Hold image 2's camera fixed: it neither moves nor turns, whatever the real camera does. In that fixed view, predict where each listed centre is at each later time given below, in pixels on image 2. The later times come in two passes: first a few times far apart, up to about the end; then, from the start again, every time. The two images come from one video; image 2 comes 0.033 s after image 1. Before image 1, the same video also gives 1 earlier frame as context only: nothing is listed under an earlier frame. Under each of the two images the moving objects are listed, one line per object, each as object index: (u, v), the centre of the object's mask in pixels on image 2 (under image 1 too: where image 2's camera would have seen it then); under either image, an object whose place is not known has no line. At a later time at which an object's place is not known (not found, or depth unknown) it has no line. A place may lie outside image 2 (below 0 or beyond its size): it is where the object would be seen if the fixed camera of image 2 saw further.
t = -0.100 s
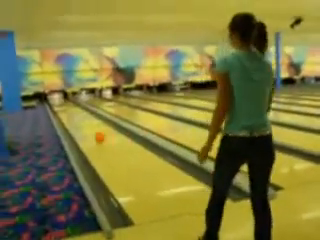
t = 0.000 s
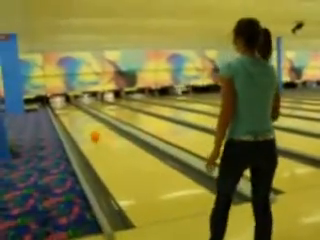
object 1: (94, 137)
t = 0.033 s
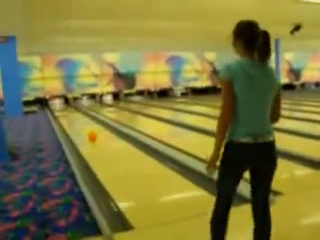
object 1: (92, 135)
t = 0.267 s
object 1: (81, 129)
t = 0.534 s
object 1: (74, 123)
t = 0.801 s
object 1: (69, 119)
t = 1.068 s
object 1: (66, 118)
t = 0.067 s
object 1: (91, 134)
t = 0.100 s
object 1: (89, 134)
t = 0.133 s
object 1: (87, 132)
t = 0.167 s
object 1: (86, 132)
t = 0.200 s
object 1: (84, 130)
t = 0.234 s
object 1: (83, 130)
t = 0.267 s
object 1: (81, 129)
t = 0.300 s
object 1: (81, 128)
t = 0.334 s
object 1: (80, 126)
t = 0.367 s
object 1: (79, 125)
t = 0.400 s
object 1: (78, 125)
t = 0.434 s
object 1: (77, 124)
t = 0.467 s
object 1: (76, 123)
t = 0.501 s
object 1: (76, 124)
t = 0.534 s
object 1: (74, 123)
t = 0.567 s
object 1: (74, 123)
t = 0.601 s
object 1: (73, 122)
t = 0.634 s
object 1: (72, 122)
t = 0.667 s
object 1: (72, 121)
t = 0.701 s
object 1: (71, 120)
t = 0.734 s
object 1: (70, 120)
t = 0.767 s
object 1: (70, 120)
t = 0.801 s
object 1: (69, 119)
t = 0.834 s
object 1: (68, 119)
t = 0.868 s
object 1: (68, 119)
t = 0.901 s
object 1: (67, 118)
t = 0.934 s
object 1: (66, 118)
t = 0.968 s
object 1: (66, 117)
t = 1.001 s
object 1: (66, 117)
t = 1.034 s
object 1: (66, 117)
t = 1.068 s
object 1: (66, 118)
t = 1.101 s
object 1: (65, 117)
